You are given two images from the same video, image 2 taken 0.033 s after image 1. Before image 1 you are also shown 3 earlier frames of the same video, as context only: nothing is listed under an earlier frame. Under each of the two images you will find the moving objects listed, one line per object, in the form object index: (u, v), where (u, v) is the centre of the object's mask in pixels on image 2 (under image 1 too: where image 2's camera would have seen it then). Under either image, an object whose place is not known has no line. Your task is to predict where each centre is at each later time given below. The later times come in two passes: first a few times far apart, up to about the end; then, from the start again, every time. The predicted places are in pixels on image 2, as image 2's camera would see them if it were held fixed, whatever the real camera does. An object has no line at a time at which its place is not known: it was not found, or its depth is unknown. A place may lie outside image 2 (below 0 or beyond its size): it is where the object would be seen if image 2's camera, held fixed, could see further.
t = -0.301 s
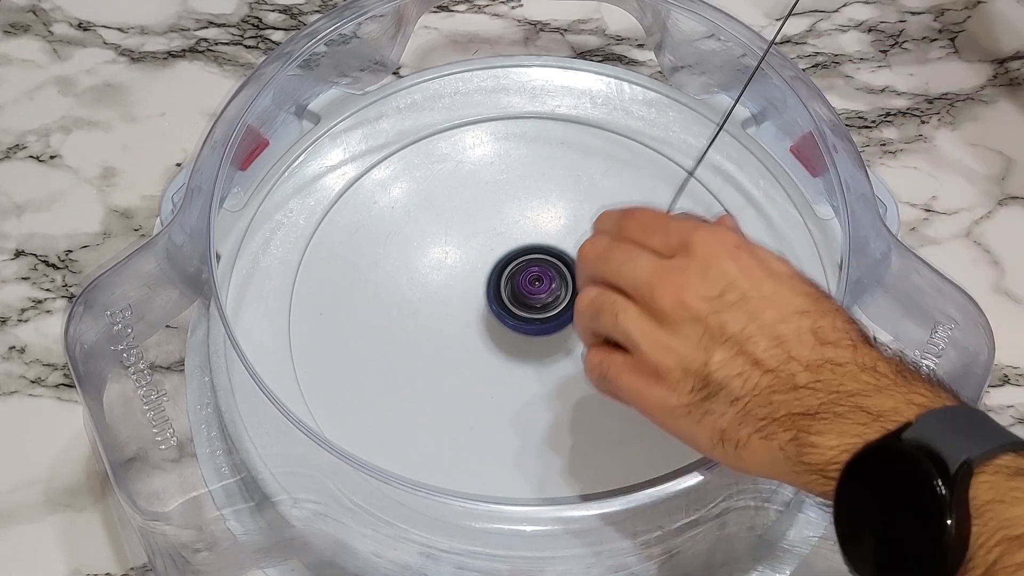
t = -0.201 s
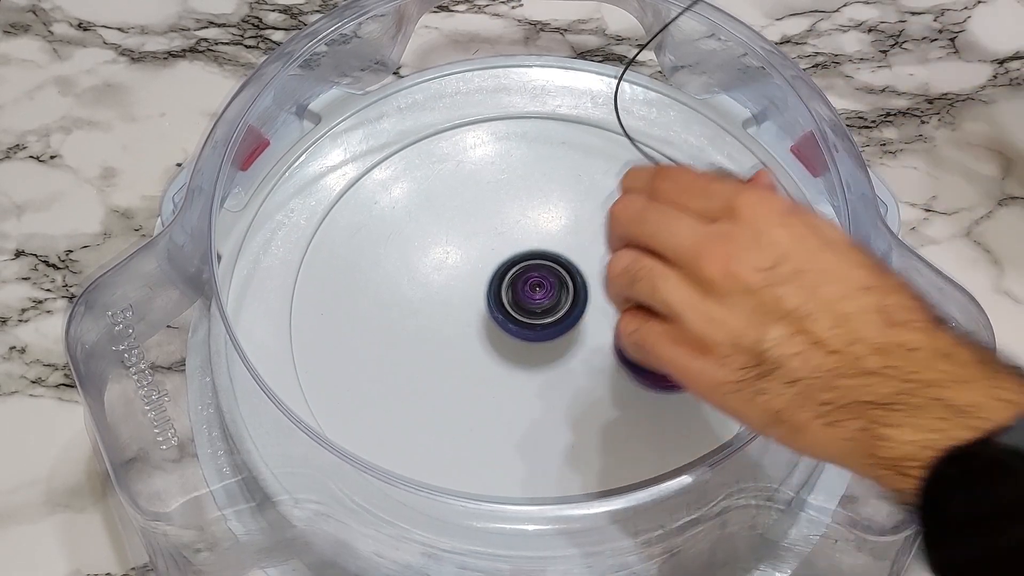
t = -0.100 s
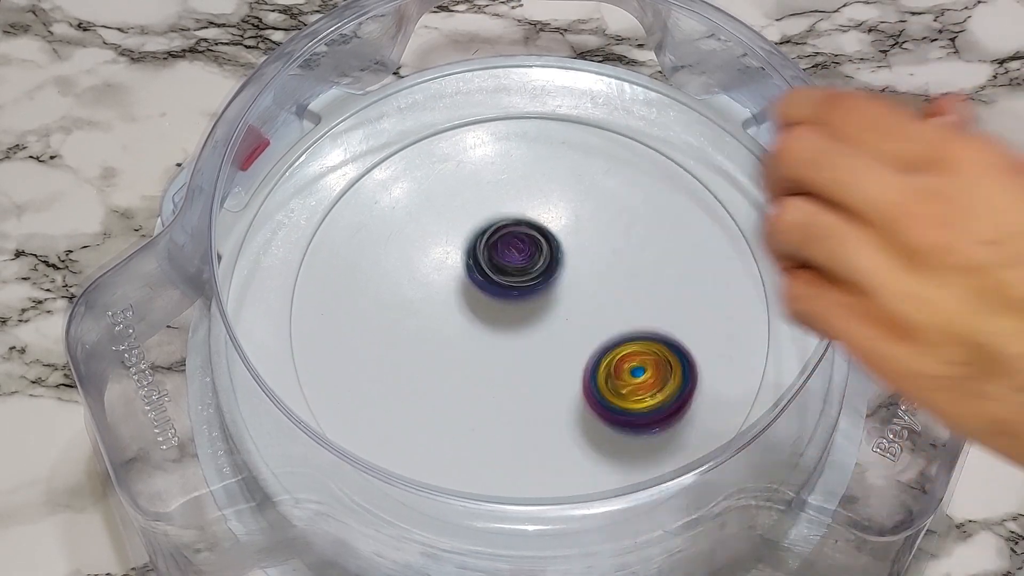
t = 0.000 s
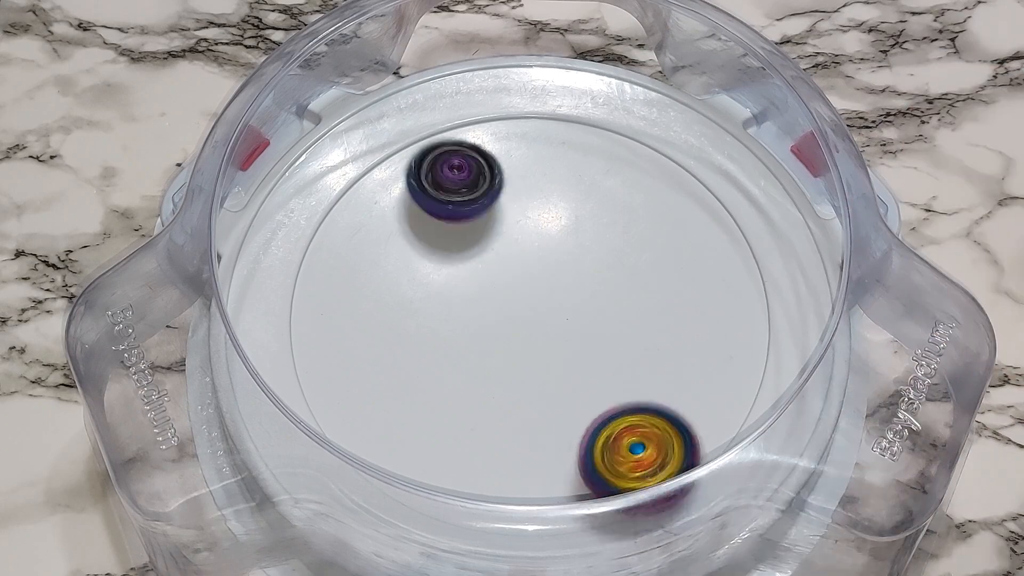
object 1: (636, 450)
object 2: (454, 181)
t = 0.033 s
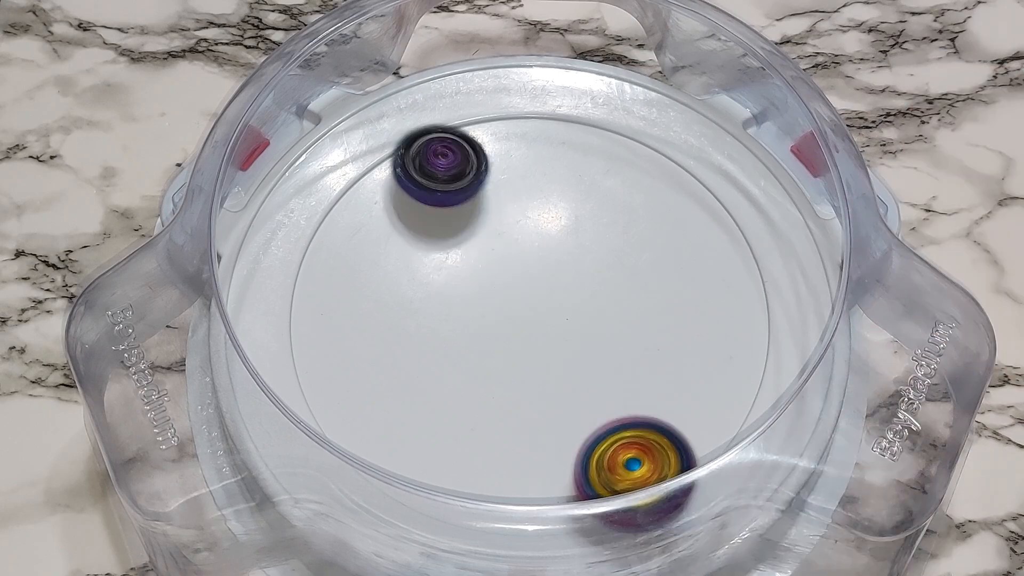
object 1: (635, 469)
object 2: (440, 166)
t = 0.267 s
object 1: (558, 420)
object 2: (412, 212)
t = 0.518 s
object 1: (553, 386)
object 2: (394, 210)
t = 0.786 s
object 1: (516, 403)
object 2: (410, 202)
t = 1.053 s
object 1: (436, 335)
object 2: (482, 234)
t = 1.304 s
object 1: (436, 284)
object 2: (578, 277)
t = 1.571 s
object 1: (476, 297)
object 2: (643, 313)
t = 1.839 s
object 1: (515, 287)
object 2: (660, 348)
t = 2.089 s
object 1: (453, 227)
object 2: (614, 367)
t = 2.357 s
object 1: (427, 250)
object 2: (521, 350)
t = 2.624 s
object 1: (437, 200)
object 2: (489, 399)
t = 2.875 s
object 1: (456, 215)
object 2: (495, 344)
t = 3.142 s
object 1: (585, 184)
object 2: (520, 315)
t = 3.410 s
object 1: (532, 174)
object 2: (560, 296)
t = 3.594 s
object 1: (518, 219)
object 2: (599, 404)
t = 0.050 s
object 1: (631, 471)
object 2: (435, 162)
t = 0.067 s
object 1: (628, 471)
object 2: (430, 159)
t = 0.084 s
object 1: (617, 463)
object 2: (425, 158)
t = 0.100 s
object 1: (611, 462)
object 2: (420, 158)
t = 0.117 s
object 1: (607, 461)
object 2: (416, 160)
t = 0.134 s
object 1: (601, 459)
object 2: (413, 163)
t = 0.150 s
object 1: (595, 457)
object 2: (410, 168)
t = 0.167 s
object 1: (591, 454)
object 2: (409, 171)
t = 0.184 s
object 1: (585, 451)
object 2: (407, 176)
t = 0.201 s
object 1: (579, 445)
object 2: (407, 183)
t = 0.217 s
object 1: (574, 439)
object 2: (407, 190)
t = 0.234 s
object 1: (569, 434)
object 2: (408, 197)
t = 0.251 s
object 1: (563, 428)
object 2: (409, 203)
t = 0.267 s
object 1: (558, 420)
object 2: (412, 212)
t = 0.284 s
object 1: (553, 414)
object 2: (414, 220)
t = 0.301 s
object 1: (547, 407)
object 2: (417, 228)
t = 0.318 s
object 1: (542, 397)
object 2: (420, 236)
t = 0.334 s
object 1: (537, 391)
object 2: (422, 244)
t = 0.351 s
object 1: (533, 384)
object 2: (425, 252)
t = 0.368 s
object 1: (528, 372)
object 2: (429, 260)
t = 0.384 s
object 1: (524, 362)
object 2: (432, 268)
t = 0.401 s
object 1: (520, 356)
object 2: (436, 275)
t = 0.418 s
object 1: (515, 351)
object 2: (439, 282)
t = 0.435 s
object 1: (522, 355)
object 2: (431, 269)
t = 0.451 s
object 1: (529, 359)
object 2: (422, 256)
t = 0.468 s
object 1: (536, 366)
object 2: (413, 241)
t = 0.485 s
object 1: (543, 376)
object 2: (405, 230)
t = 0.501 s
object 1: (548, 383)
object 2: (399, 219)
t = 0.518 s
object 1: (553, 386)
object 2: (394, 210)
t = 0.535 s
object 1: (558, 392)
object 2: (391, 203)
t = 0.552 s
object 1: (561, 399)
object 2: (390, 197)
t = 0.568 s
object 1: (562, 402)
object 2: (389, 193)
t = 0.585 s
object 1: (562, 406)
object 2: (388, 191)
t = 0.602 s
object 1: (561, 408)
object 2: (388, 189)
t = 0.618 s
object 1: (559, 412)
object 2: (389, 188)
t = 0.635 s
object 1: (557, 413)
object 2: (389, 188)
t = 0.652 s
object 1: (555, 414)
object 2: (390, 188)
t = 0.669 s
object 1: (554, 413)
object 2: (392, 189)
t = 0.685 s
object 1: (550, 414)
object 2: (393, 190)
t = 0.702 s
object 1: (546, 413)
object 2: (395, 192)
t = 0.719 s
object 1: (541, 411)
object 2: (398, 194)
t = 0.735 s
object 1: (536, 410)
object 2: (401, 195)
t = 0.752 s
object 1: (529, 408)
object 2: (403, 198)
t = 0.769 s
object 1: (522, 405)
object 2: (407, 200)
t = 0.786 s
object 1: (516, 403)
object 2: (410, 202)
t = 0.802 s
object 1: (510, 400)
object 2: (413, 204)
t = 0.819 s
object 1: (504, 398)
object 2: (417, 207)
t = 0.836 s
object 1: (495, 394)
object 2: (421, 208)
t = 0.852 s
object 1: (489, 390)
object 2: (425, 210)
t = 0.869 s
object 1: (482, 388)
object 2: (429, 212)
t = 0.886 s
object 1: (476, 384)
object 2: (435, 214)
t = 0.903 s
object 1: (470, 380)
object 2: (439, 215)
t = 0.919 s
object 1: (465, 375)
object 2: (443, 218)
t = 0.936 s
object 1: (460, 370)
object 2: (448, 220)
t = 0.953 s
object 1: (455, 365)
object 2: (453, 221)
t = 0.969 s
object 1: (451, 361)
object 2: (457, 223)
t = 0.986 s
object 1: (446, 356)
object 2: (462, 225)
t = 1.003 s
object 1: (443, 348)
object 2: (467, 226)
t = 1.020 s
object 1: (440, 345)
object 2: (471, 229)
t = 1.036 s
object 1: (438, 339)
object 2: (477, 232)
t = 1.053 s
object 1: (436, 335)
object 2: (482, 234)
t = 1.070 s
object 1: (434, 332)
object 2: (486, 237)
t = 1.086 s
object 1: (432, 326)
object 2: (491, 240)
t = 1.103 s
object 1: (430, 321)
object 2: (497, 242)
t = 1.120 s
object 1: (429, 316)
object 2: (502, 245)
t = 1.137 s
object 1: (429, 314)
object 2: (508, 248)
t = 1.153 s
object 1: (429, 307)
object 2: (514, 250)
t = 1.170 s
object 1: (429, 303)
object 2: (520, 253)
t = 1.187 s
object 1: (430, 301)
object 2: (527, 257)
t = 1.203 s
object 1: (432, 300)
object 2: (534, 259)
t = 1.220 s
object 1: (432, 296)
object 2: (541, 262)
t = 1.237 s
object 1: (433, 294)
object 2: (548, 266)
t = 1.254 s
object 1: (433, 290)
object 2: (556, 269)
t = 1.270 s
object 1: (434, 287)
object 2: (563, 271)
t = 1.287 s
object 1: (435, 286)
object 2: (570, 275)
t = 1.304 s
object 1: (436, 284)
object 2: (578, 277)
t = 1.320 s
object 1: (437, 283)
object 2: (584, 279)
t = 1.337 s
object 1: (438, 282)
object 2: (591, 283)
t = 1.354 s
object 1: (440, 279)
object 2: (598, 285)
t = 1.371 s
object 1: (442, 280)
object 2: (604, 288)
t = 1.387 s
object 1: (444, 282)
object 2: (609, 291)
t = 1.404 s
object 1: (447, 281)
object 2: (615, 293)
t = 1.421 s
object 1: (449, 281)
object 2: (619, 295)
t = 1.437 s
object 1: (451, 282)
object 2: (623, 298)
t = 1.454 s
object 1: (454, 287)
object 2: (628, 299)
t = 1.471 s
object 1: (456, 288)
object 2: (631, 301)
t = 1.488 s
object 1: (458, 287)
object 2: (634, 304)
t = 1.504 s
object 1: (461, 289)
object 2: (637, 305)
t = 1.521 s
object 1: (464, 294)
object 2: (638, 307)
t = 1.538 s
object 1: (467, 295)
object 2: (640, 309)
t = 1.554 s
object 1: (472, 295)
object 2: (642, 311)
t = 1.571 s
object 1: (476, 297)
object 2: (643, 313)
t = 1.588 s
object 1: (481, 301)
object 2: (643, 315)
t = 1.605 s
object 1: (487, 301)
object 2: (645, 316)
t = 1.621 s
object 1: (492, 303)
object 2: (645, 318)
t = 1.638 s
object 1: (497, 307)
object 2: (645, 319)
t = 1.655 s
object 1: (503, 308)
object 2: (645, 321)
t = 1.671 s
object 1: (508, 308)
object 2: (645, 323)
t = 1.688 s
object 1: (514, 309)
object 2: (644, 324)
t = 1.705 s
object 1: (520, 314)
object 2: (645, 326)
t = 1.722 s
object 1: (525, 313)
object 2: (644, 328)
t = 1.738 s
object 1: (529, 311)
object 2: (642, 329)
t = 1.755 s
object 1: (532, 311)
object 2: (643, 331)
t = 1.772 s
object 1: (529, 309)
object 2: (649, 334)
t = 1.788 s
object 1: (525, 302)
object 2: (654, 338)
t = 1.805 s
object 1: (522, 297)
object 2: (658, 341)
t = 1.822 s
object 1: (518, 295)
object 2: (659, 345)
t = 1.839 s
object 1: (515, 287)
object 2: (660, 348)
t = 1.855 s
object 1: (511, 282)
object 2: (660, 350)
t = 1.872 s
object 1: (507, 279)
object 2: (659, 353)
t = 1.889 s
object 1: (503, 277)
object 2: (658, 355)
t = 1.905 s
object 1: (498, 268)
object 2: (656, 357)
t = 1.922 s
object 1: (493, 262)
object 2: (653, 359)
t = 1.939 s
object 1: (488, 259)
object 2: (651, 361)
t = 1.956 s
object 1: (484, 259)
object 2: (648, 362)
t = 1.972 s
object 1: (480, 254)
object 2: (644, 364)
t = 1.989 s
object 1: (474, 248)
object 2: (641, 365)
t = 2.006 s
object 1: (469, 244)
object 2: (637, 366)
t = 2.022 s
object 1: (466, 240)
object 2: (633, 366)
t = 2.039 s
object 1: (463, 235)
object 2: (628, 367)
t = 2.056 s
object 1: (459, 231)
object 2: (624, 367)
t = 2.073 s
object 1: (456, 229)
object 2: (620, 367)
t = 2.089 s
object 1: (453, 227)
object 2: (614, 367)
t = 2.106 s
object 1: (451, 224)
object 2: (610, 366)
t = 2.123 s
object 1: (450, 223)
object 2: (606, 366)
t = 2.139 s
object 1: (448, 221)
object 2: (601, 365)
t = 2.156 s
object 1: (446, 221)
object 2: (596, 364)
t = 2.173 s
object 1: (443, 220)
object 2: (591, 363)
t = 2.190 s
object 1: (442, 221)
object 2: (585, 362)
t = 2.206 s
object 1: (440, 221)
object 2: (580, 361)
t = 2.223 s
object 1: (438, 221)
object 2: (574, 360)
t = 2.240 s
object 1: (437, 224)
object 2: (567, 359)
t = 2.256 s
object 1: (435, 226)
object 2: (561, 359)
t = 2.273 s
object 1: (434, 231)
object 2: (554, 357)
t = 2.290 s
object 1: (433, 234)
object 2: (548, 356)
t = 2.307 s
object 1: (431, 238)
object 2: (541, 354)
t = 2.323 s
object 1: (430, 241)
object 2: (534, 353)
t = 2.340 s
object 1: (428, 246)
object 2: (527, 352)
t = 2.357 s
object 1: (427, 250)
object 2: (521, 350)
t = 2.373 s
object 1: (427, 255)
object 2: (515, 349)
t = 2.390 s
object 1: (427, 260)
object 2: (508, 346)
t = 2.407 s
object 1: (429, 264)
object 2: (502, 345)
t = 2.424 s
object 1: (429, 260)
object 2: (501, 356)
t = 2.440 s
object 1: (428, 253)
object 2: (500, 365)
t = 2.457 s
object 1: (427, 247)
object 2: (500, 376)
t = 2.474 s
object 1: (428, 241)
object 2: (499, 383)
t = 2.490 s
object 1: (430, 235)
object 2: (498, 391)
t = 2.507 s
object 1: (432, 229)
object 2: (496, 395)
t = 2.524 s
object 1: (433, 224)
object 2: (495, 400)
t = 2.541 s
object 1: (434, 219)
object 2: (494, 403)
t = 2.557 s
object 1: (435, 215)
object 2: (493, 404)
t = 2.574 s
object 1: (436, 210)
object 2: (492, 405)
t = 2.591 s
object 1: (436, 207)
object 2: (491, 403)
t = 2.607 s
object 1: (437, 203)
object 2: (491, 402)
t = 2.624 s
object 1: (437, 200)
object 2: (489, 399)
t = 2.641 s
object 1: (436, 197)
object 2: (489, 396)
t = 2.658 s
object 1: (436, 195)
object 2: (488, 393)
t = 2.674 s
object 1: (435, 193)
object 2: (488, 389)
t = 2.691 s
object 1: (434, 192)
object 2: (488, 385)
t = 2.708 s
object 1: (433, 192)
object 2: (488, 382)
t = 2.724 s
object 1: (432, 192)
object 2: (488, 378)
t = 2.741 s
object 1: (432, 193)
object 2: (489, 374)
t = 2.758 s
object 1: (432, 195)
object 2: (490, 371)
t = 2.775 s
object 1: (432, 197)
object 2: (490, 367)
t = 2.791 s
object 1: (433, 200)
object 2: (491, 363)
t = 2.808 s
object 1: (436, 203)
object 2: (491, 359)
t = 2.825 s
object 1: (439, 206)
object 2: (492, 356)
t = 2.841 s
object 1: (443, 209)
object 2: (492, 352)
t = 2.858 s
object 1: (449, 212)
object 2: (493, 348)
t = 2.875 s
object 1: (456, 215)
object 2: (495, 344)
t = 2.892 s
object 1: (464, 219)
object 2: (495, 339)
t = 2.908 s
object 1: (472, 221)
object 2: (497, 335)
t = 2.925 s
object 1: (480, 223)
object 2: (498, 329)
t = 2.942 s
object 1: (490, 225)
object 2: (500, 325)
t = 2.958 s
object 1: (500, 224)
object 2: (500, 325)
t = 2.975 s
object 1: (509, 221)
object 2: (501, 327)
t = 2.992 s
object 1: (519, 219)
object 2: (503, 326)
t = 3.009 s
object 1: (529, 215)
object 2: (504, 326)
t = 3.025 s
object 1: (538, 212)
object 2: (506, 326)
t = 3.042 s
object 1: (547, 209)
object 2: (507, 325)
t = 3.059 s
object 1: (556, 205)
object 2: (509, 323)
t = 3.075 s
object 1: (563, 201)
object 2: (510, 321)
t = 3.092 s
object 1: (569, 197)
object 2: (513, 319)
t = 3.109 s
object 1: (576, 193)
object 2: (515, 318)
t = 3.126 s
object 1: (581, 188)
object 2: (518, 316)
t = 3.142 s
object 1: (585, 184)
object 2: (520, 315)
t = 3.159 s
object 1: (589, 180)
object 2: (523, 314)
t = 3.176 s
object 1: (591, 175)
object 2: (524, 312)
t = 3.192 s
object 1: (593, 171)
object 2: (527, 311)
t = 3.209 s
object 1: (594, 167)
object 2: (530, 309)
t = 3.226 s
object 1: (593, 163)
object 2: (532, 308)
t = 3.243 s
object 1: (592, 159)
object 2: (535, 306)
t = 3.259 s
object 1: (589, 155)
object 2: (537, 306)
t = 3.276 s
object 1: (586, 152)
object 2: (540, 304)
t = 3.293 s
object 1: (581, 150)
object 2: (542, 303)
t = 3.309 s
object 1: (575, 149)
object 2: (545, 301)
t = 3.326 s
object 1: (568, 148)
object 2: (548, 301)
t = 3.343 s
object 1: (560, 150)
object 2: (550, 300)
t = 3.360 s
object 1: (552, 154)
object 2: (553, 299)
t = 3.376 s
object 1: (545, 159)
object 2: (556, 298)
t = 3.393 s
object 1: (539, 166)
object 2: (557, 298)
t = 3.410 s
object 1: (532, 174)
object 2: (560, 296)
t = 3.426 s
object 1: (527, 183)
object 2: (562, 296)
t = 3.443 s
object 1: (524, 194)
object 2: (565, 295)
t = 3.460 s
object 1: (521, 205)
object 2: (567, 296)
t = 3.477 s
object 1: (519, 212)
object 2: (570, 300)
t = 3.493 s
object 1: (518, 212)
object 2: (573, 318)
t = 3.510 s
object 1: (517, 209)
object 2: (578, 333)
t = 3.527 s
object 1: (516, 210)
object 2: (582, 350)
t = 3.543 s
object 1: (515, 210)
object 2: (585, 364)
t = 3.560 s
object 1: (516, 212)
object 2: (590, 378)
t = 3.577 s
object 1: (517, 215)
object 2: (594, 390)
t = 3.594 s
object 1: (518, 219)
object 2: (599, 404)
